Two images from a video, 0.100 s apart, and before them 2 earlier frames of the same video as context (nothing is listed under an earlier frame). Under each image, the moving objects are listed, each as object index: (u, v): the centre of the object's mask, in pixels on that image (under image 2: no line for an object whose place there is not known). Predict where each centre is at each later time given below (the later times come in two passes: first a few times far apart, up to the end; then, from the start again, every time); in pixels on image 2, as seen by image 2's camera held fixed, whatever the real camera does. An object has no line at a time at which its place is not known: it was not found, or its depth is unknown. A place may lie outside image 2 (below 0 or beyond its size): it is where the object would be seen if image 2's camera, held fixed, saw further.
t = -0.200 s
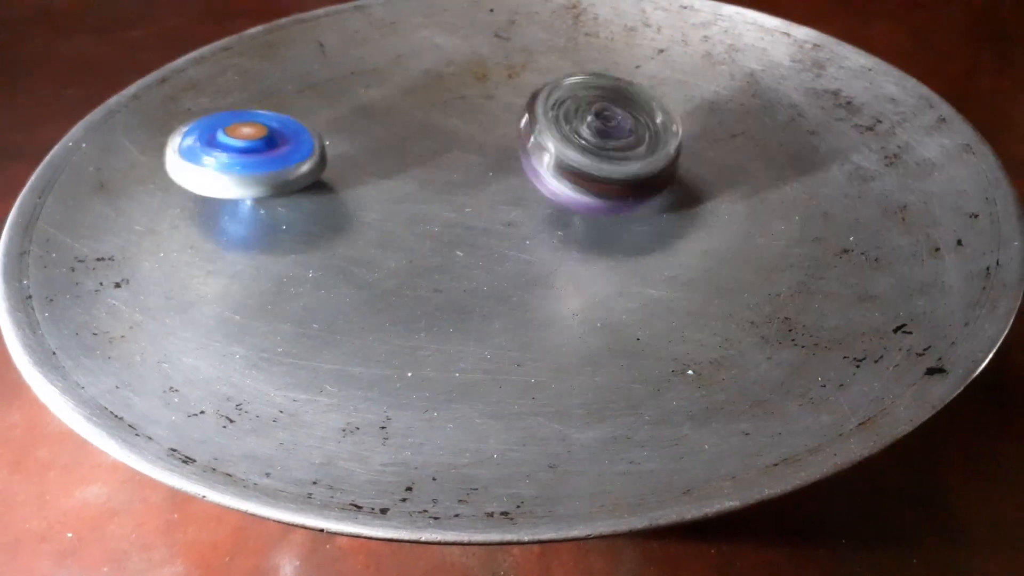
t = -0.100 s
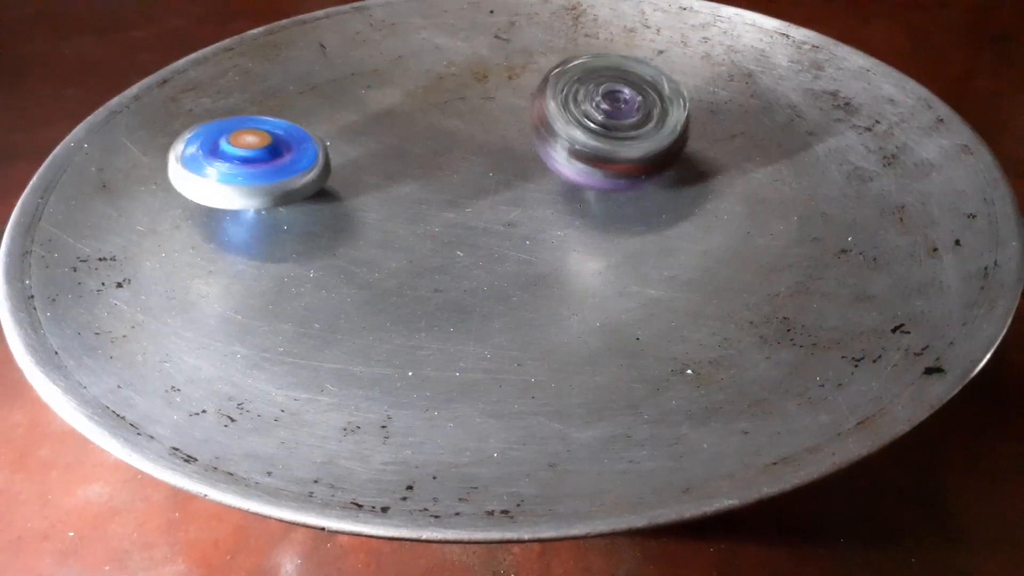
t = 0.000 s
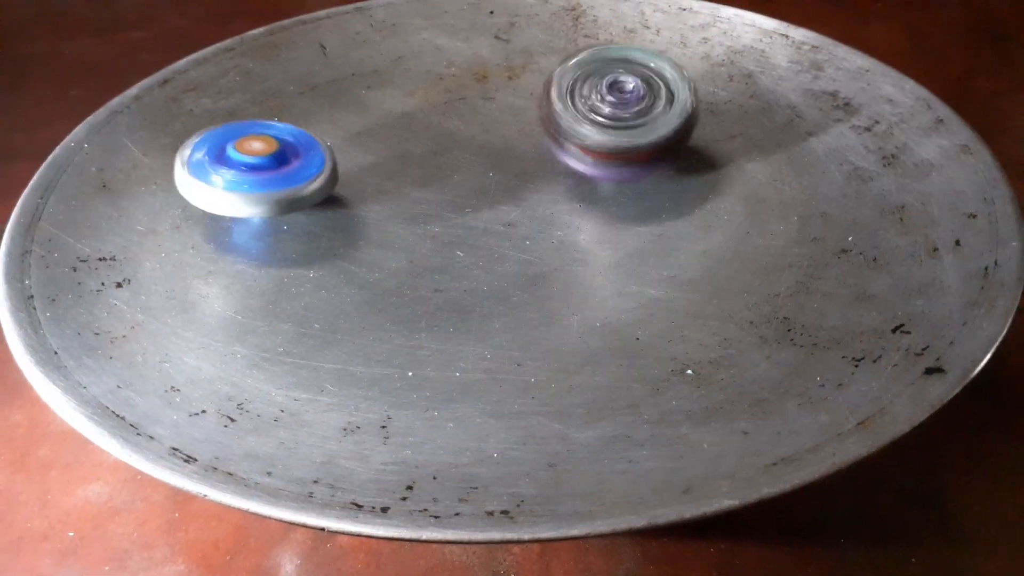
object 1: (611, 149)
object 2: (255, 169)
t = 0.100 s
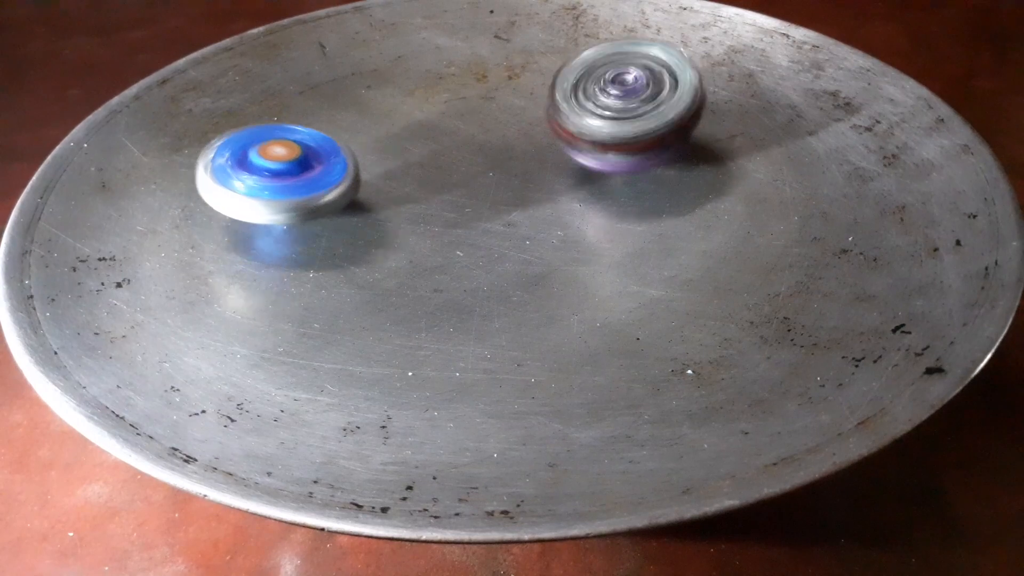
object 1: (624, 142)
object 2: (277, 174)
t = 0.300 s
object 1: (621, 136)
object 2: (345, 187)
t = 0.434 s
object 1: (596, 138)
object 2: (401, 188)
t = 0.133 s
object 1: (626, 139)
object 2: (286, 176)
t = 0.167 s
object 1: (629, 135)
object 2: (296, 178)
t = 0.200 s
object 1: (626, 142)
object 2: (306, 180)
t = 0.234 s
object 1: (624, 139)
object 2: (318, 182)
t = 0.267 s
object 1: (621, 136)
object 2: (331, 184)
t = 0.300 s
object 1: (621, 136)
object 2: (345, 187)
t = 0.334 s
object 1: (617, 137)
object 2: (358, 188)
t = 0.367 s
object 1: (610, 136)
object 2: (373, 188)
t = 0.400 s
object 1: (606, 137)
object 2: (387, 189)
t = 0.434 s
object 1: (596, 138)
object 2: (401, 188)
